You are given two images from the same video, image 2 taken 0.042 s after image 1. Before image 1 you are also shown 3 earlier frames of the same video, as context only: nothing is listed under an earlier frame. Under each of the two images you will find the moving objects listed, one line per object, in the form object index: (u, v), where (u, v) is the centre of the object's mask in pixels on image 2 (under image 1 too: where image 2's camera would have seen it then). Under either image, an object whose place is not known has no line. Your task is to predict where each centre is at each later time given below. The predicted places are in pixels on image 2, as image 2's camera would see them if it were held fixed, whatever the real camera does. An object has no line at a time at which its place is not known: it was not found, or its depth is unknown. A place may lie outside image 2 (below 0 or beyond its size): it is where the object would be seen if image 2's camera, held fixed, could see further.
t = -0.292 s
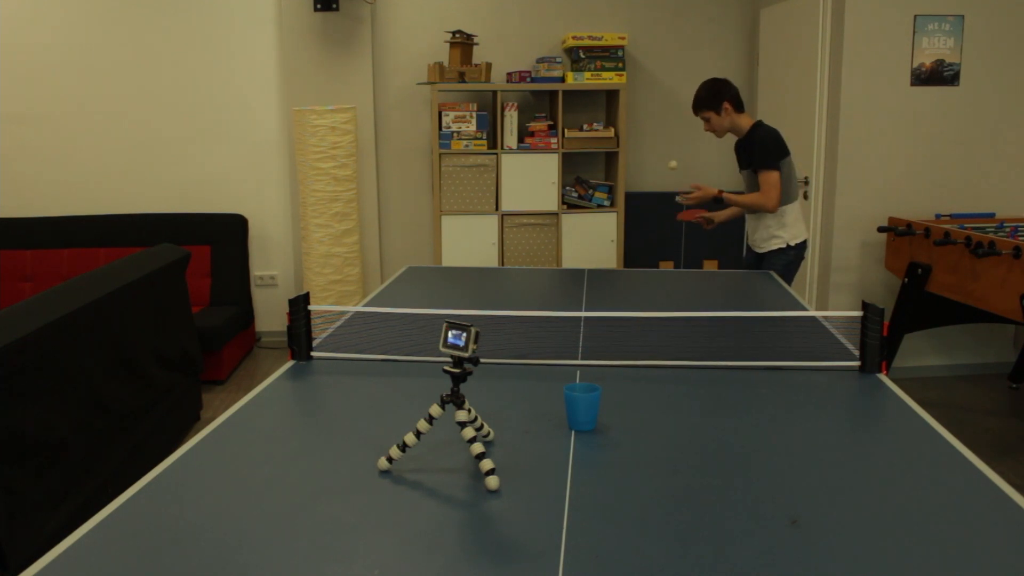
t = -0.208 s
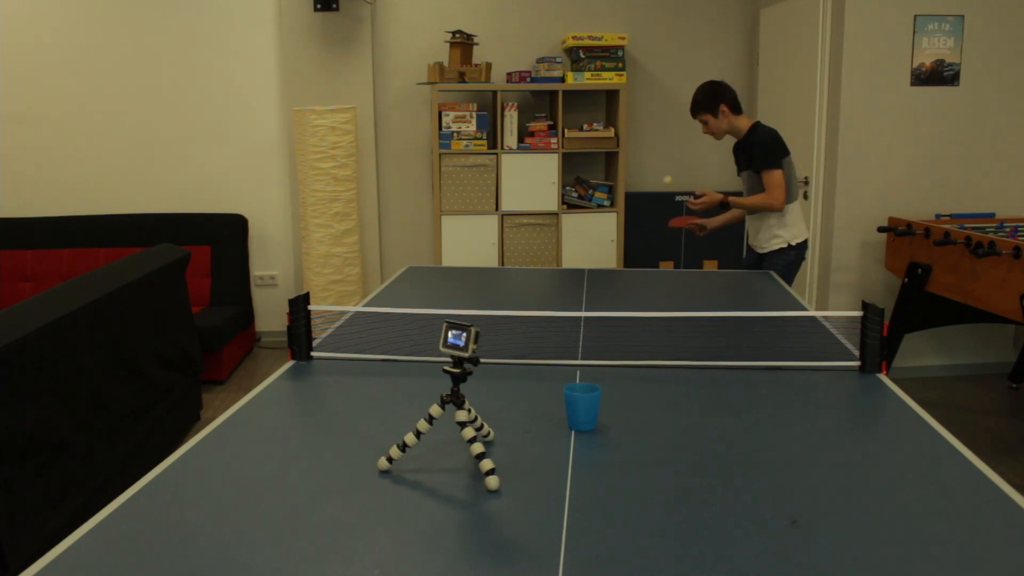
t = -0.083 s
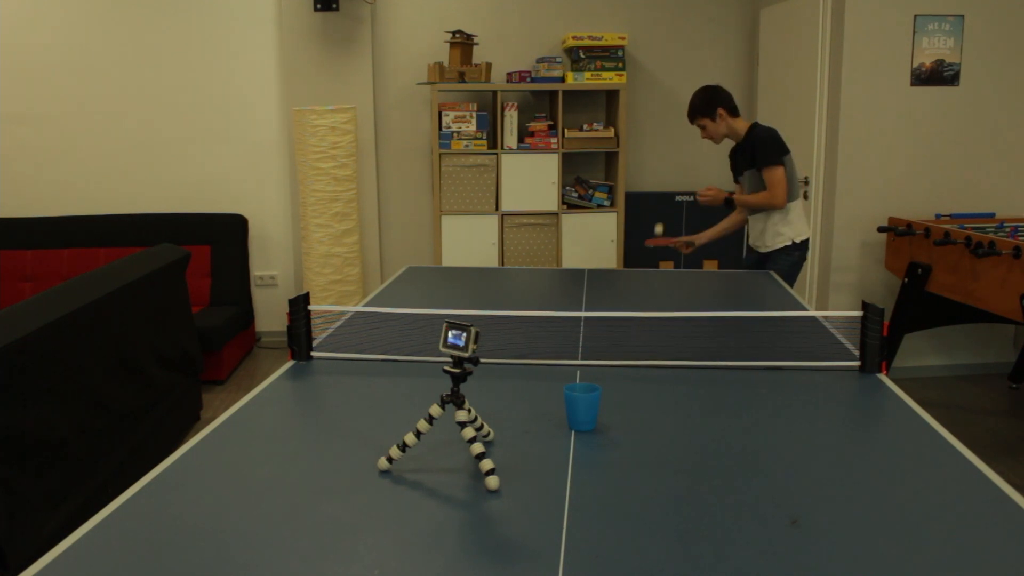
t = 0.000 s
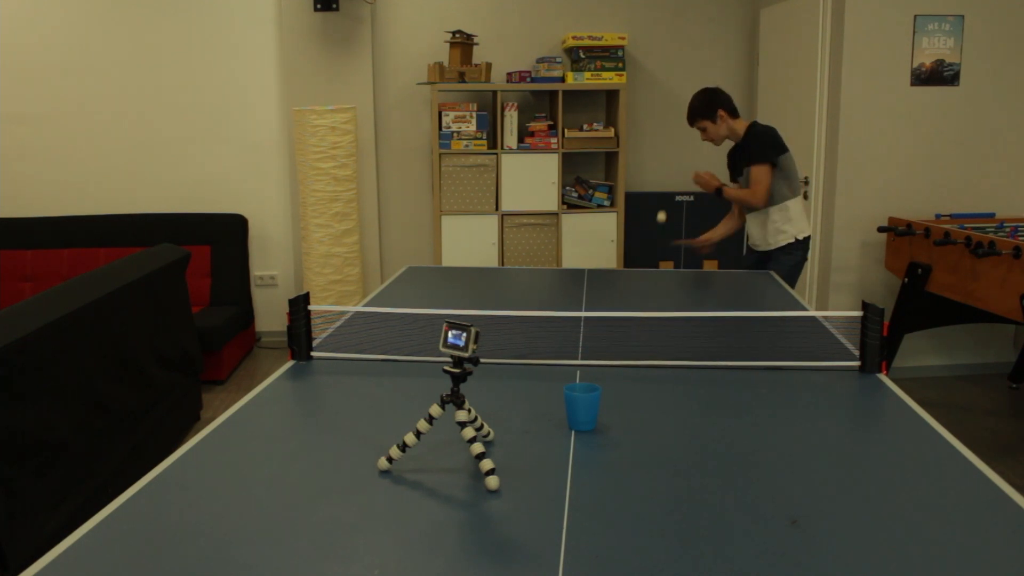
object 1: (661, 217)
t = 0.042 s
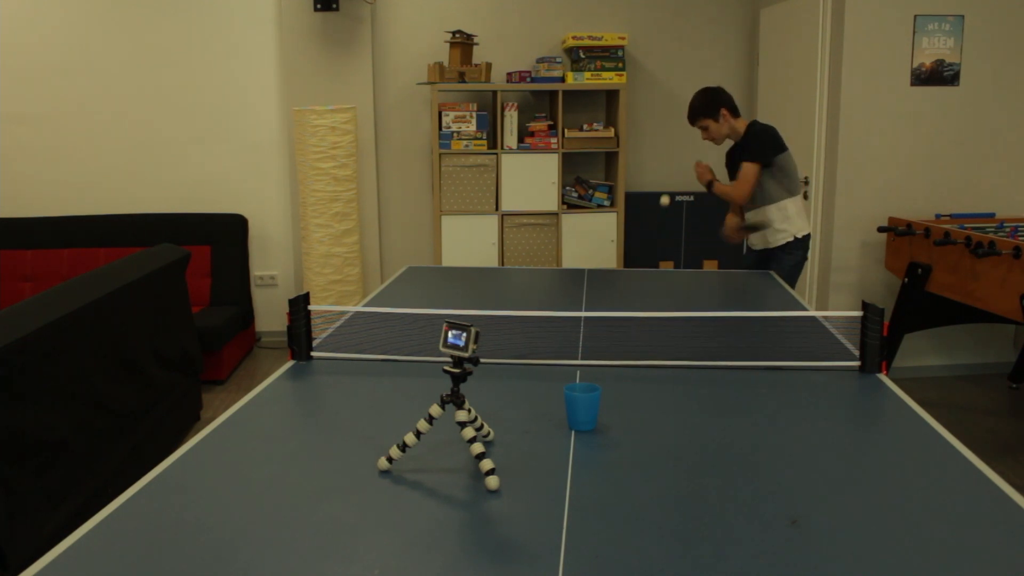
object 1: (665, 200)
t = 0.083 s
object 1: (668, 186)
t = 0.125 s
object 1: (671, 175)
